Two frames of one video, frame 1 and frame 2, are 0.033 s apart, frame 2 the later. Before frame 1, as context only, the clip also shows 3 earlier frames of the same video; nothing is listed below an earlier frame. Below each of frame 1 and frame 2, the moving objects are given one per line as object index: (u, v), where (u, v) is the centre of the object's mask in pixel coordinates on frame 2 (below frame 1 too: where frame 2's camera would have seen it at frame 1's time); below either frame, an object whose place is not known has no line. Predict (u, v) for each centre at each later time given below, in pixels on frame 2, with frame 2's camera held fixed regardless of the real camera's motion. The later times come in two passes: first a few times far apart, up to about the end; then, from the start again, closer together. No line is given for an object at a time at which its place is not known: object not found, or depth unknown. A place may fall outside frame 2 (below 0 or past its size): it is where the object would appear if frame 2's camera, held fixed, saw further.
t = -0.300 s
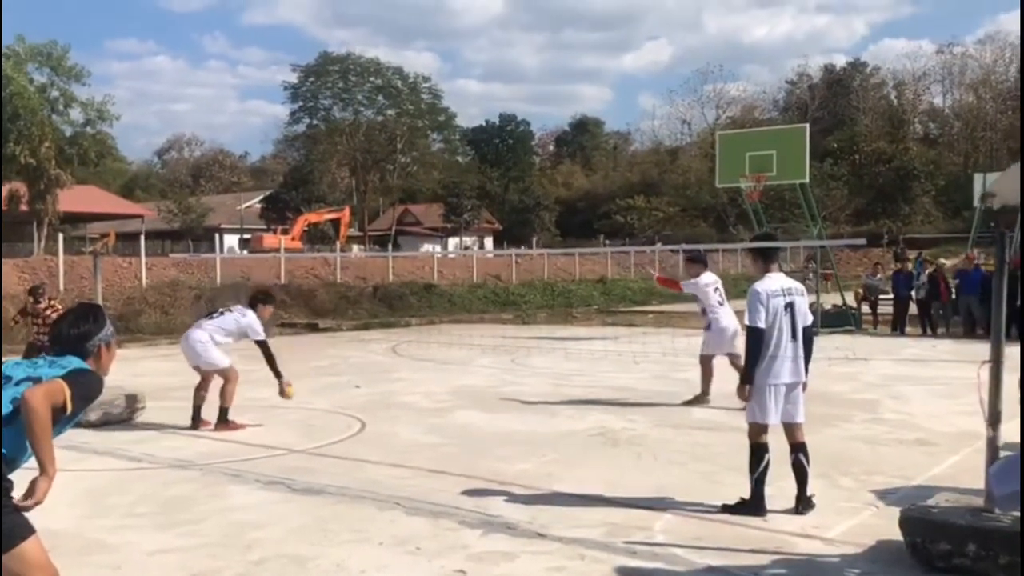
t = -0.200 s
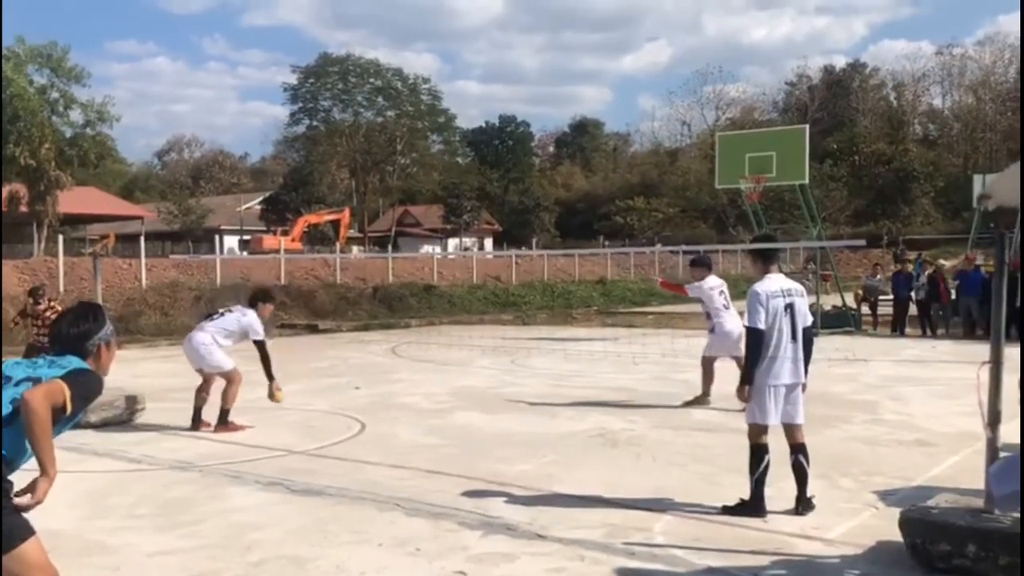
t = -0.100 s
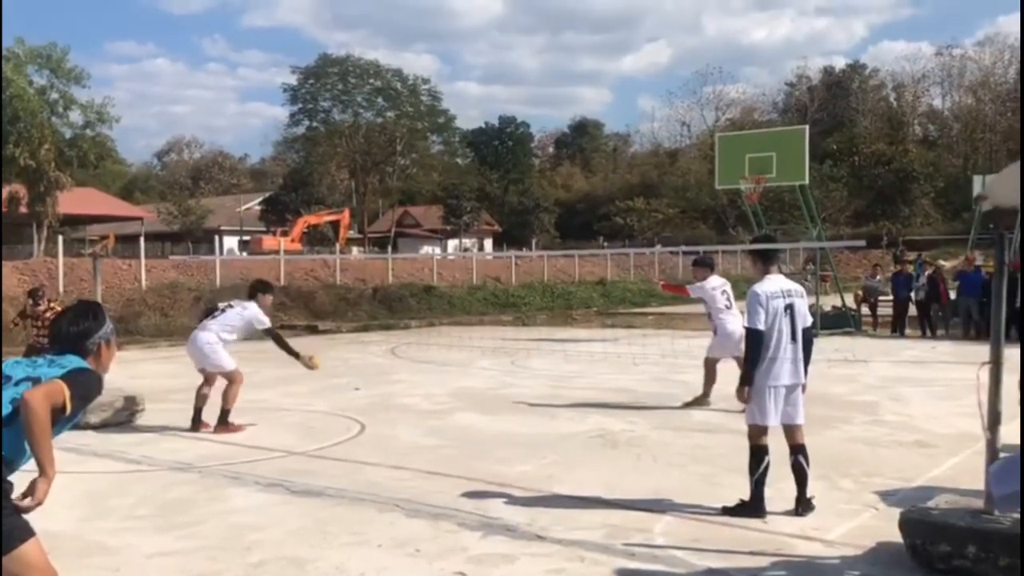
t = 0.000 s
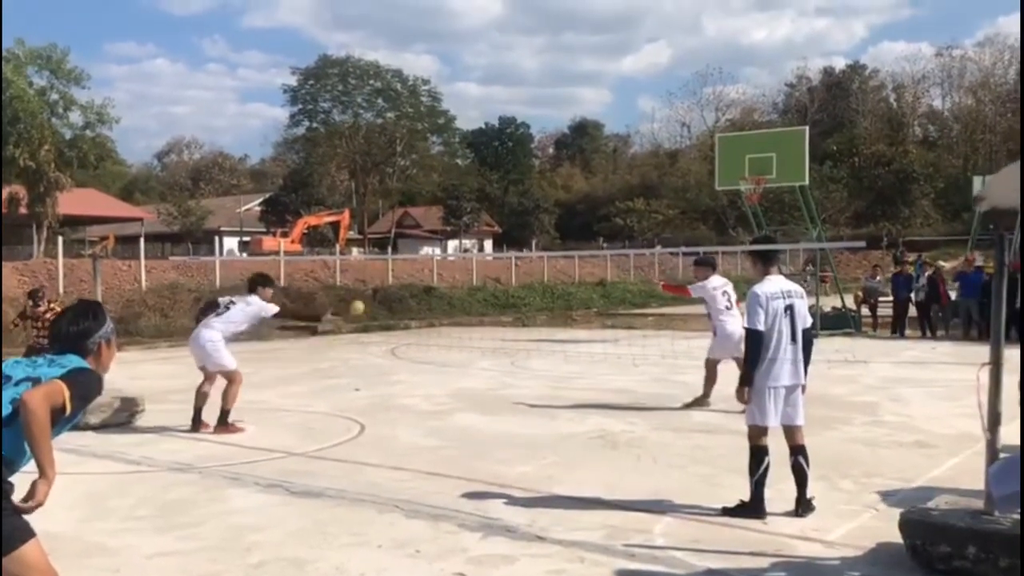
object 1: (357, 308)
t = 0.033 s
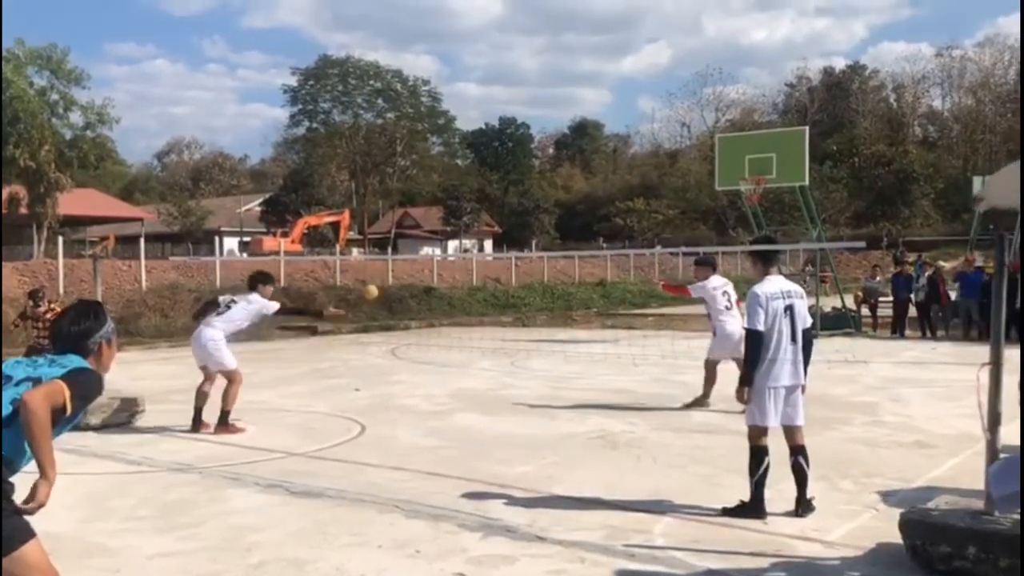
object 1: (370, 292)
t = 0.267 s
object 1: (460, 218)
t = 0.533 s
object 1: (553, 205)
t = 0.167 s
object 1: (423, 240)
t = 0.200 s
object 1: (435, 232)
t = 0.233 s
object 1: (448, 224)
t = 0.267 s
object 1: (460, 218)
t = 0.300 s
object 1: (472, 213)
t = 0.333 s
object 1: (484, 208)
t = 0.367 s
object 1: (495, 205)
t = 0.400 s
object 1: (507, 203)
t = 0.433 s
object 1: (519, 202)
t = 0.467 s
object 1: (530, 202)
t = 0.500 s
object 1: (541, 203)
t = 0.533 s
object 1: (553, 205)
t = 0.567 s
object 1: (563, 209)
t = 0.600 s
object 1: (574, 213)
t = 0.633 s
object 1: (585, 218)
